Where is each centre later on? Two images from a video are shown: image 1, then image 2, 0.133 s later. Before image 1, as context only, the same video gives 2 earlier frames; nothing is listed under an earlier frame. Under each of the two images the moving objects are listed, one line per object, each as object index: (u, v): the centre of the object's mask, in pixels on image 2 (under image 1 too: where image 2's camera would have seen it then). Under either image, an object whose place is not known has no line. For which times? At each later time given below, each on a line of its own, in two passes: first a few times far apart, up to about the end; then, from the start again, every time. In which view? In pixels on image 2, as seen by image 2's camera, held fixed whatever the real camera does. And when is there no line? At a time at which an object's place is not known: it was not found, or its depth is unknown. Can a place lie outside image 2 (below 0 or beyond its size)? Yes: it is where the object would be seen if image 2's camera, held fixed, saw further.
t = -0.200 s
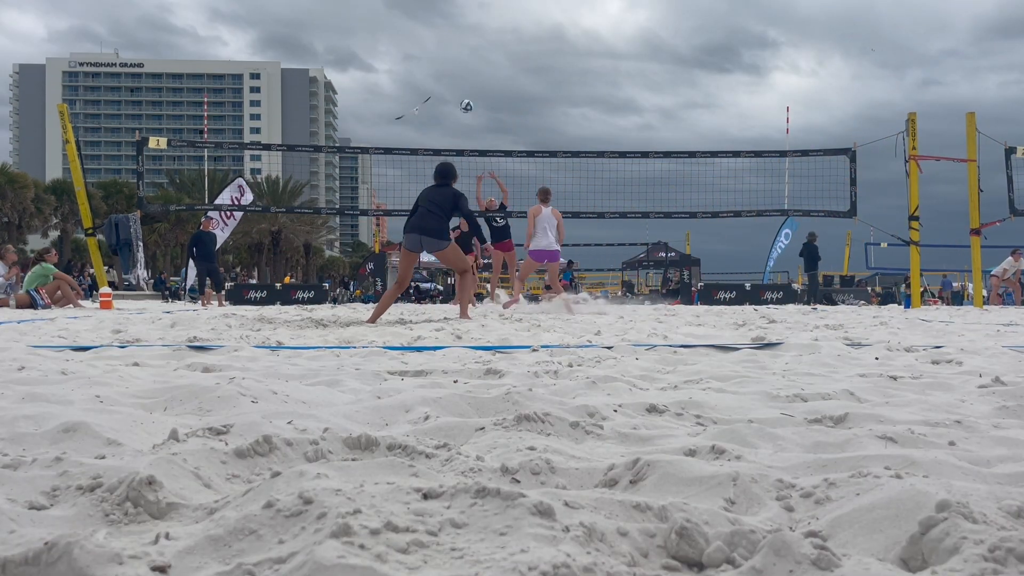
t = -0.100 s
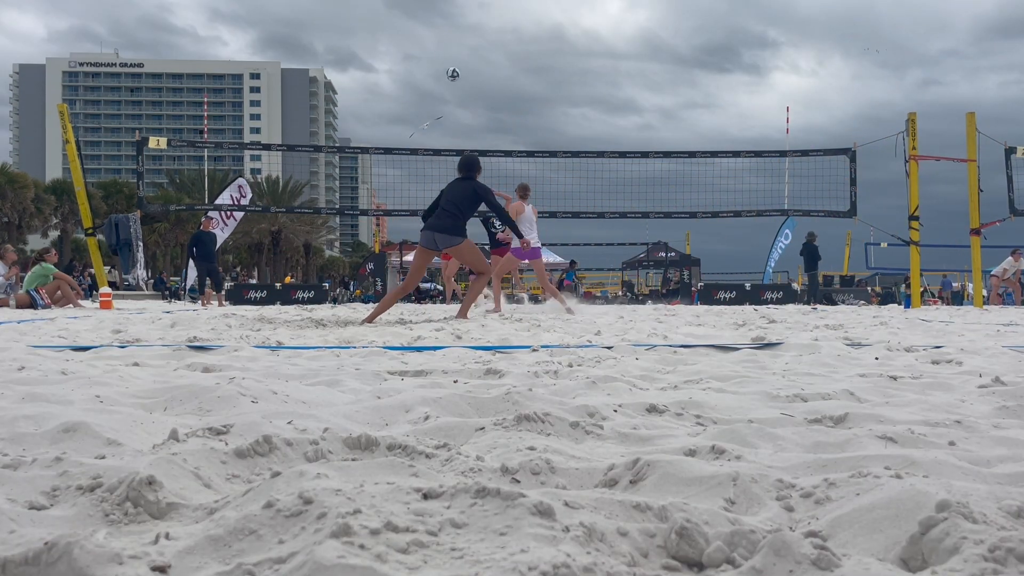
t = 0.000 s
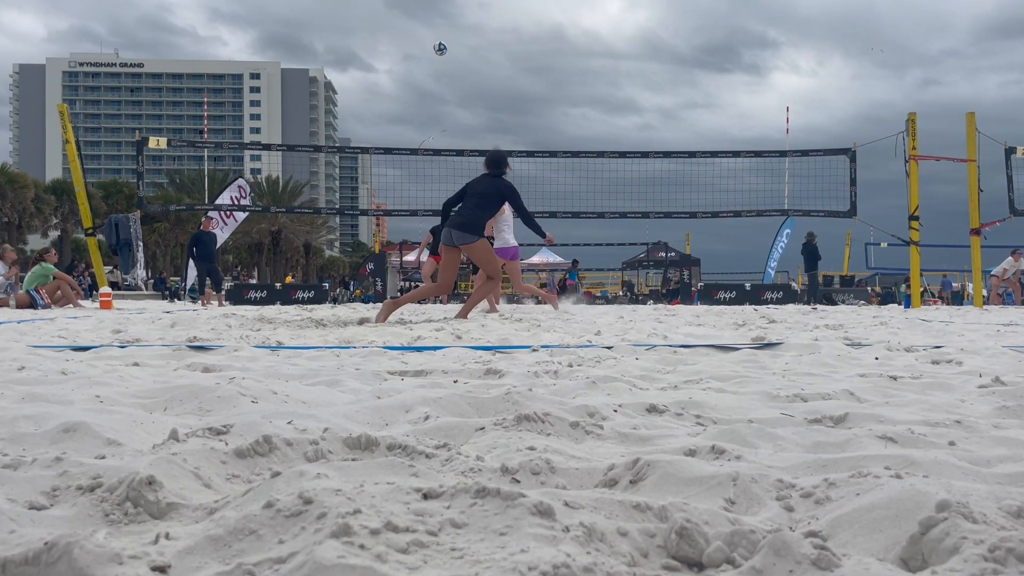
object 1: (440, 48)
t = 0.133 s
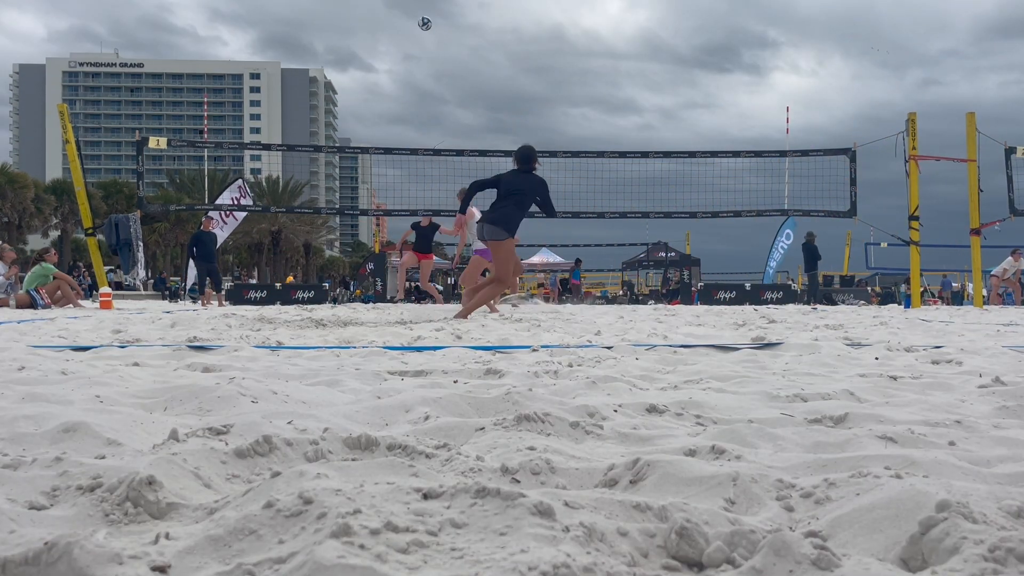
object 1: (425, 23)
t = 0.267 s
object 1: (411, 9)
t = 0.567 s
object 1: (381, 21)
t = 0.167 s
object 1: (421, 19)
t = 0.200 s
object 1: (417, 15)
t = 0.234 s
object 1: (414, 12)
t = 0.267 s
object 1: (411, 9)
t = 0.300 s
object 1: (407, 7)
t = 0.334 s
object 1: (404, 7)
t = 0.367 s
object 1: (400, 7)
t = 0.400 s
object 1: (397, 7)
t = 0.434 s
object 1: (394, 8)
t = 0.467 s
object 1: (391, 11)
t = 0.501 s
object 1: (388, 14)
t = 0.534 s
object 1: (385, 17)
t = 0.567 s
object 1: (381, 21)
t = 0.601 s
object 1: (378, 26)
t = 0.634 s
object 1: (375, 32)
